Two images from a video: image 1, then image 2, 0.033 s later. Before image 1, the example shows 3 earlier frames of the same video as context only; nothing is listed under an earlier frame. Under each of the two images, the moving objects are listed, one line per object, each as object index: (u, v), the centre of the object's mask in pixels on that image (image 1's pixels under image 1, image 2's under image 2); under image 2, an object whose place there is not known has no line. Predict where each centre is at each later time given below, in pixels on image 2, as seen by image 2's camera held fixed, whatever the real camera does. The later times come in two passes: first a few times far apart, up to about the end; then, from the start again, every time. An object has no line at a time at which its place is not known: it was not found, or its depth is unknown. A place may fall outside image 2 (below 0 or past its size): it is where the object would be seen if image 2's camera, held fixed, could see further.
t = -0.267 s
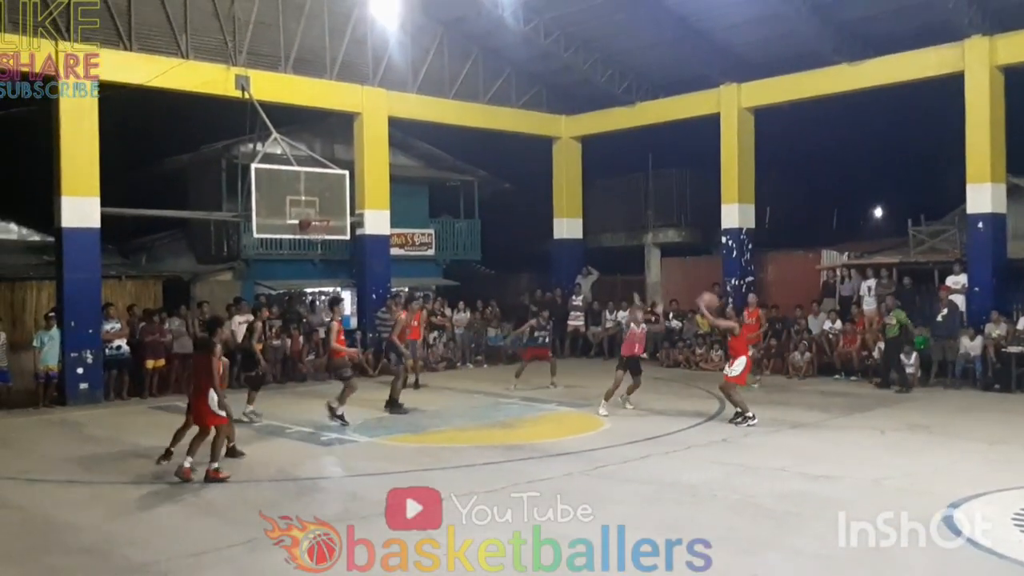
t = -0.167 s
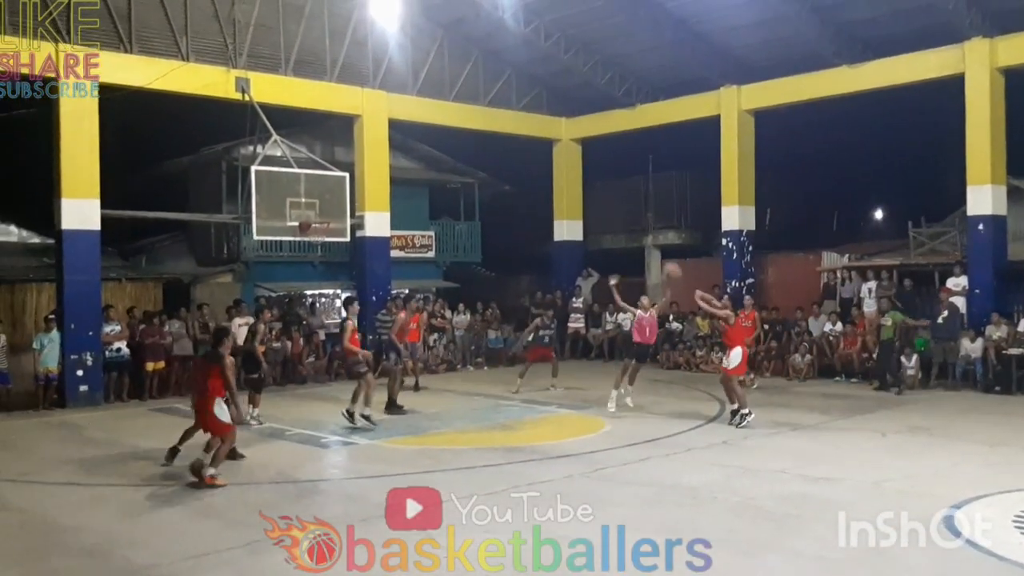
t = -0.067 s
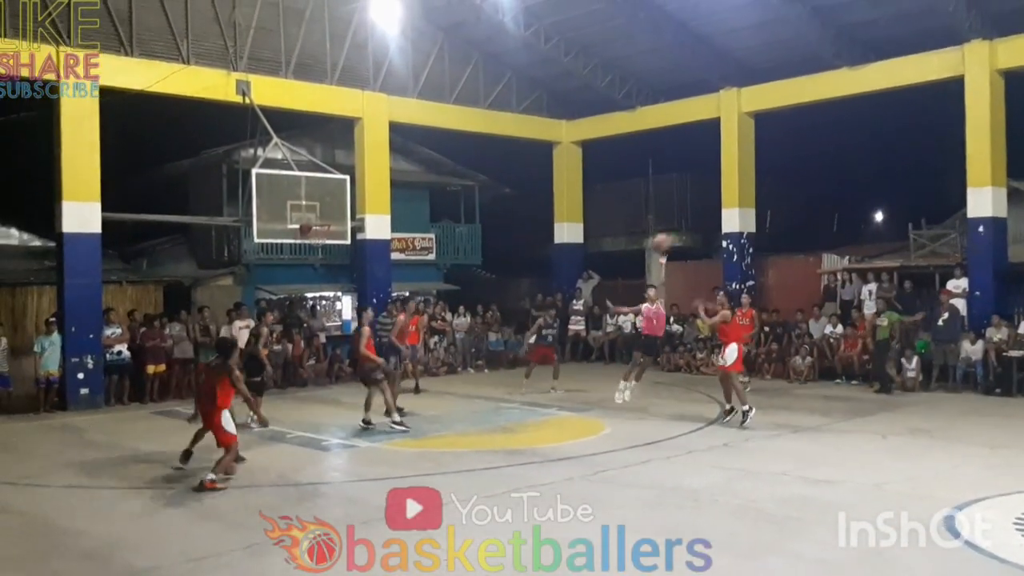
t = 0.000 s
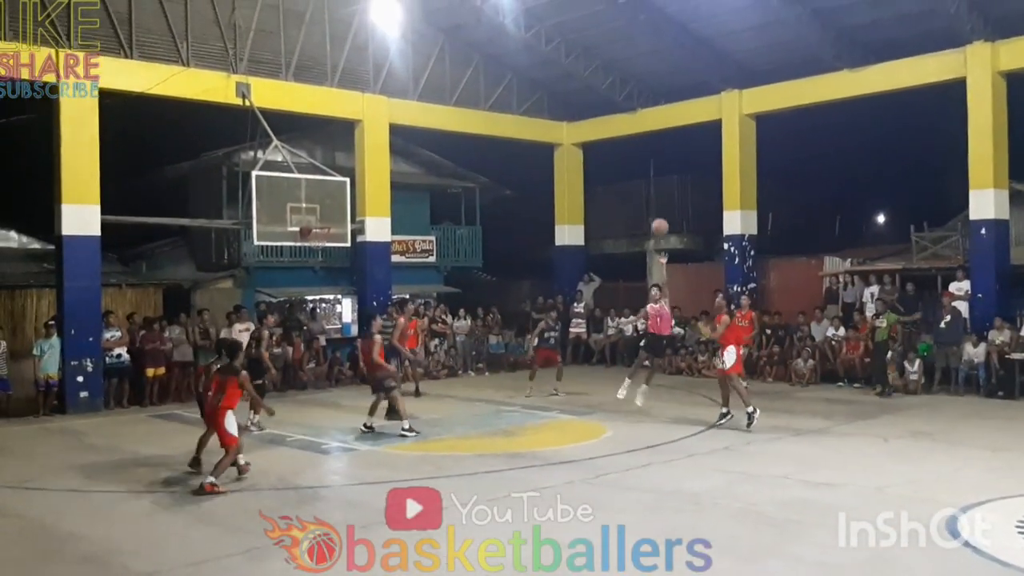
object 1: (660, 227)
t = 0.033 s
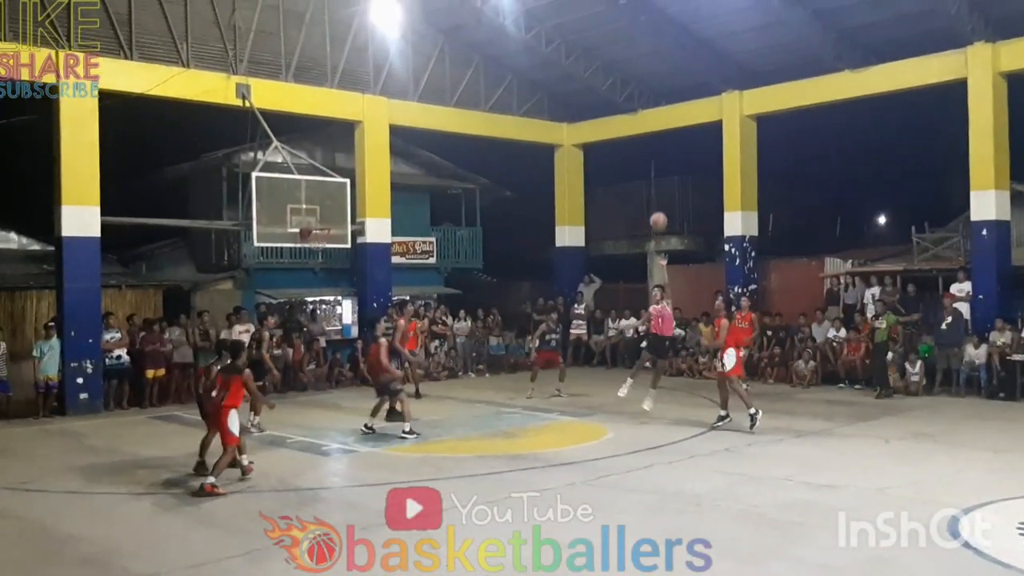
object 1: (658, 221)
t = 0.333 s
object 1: (644, 187)
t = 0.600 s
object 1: (632, 209)
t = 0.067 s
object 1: (657, 214)
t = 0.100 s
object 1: (656, 208)
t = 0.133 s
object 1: (654, 202)
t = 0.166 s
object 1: (652, 198)
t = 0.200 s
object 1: (650, 195)
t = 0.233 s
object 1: (649, 191)
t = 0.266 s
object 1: (647, 189)
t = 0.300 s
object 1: (645, 188)
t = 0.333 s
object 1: (644, 187)
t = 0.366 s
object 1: (642, 187)
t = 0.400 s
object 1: (641, 188)
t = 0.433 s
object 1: (639, 189)
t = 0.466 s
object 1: (637, 192)
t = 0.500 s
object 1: (636, 195)
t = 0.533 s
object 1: (634, 199)
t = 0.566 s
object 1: (633, 204)
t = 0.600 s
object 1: (632, 209)
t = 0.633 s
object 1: (630, 215)
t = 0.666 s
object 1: (629, 222)
